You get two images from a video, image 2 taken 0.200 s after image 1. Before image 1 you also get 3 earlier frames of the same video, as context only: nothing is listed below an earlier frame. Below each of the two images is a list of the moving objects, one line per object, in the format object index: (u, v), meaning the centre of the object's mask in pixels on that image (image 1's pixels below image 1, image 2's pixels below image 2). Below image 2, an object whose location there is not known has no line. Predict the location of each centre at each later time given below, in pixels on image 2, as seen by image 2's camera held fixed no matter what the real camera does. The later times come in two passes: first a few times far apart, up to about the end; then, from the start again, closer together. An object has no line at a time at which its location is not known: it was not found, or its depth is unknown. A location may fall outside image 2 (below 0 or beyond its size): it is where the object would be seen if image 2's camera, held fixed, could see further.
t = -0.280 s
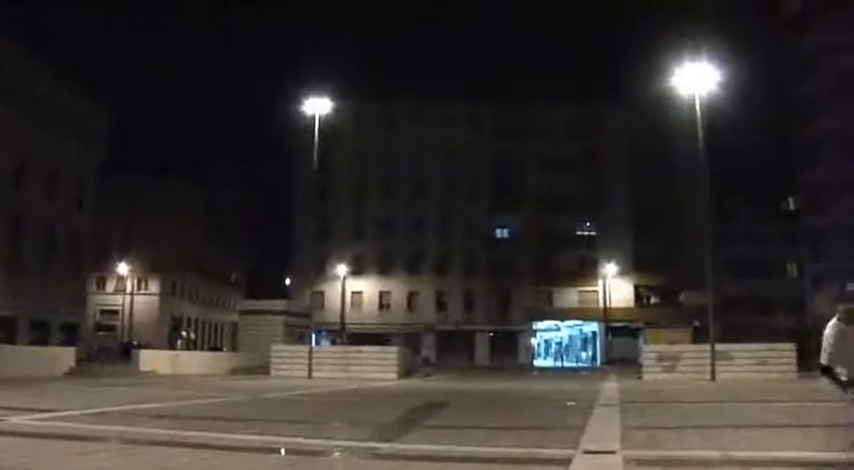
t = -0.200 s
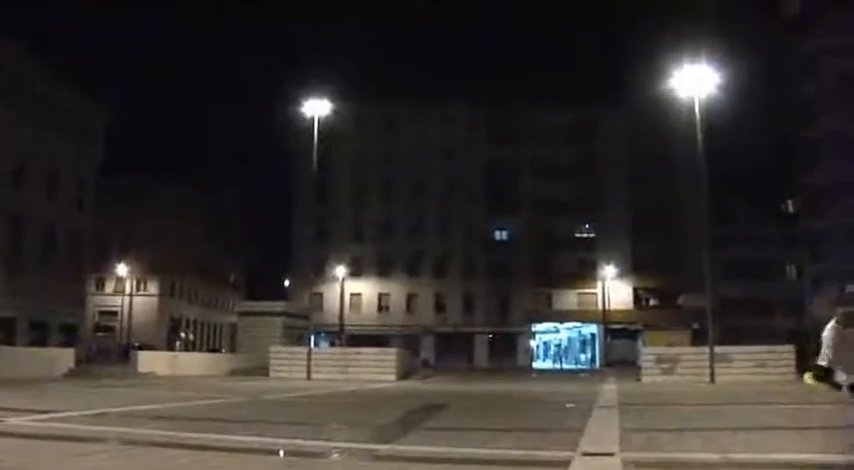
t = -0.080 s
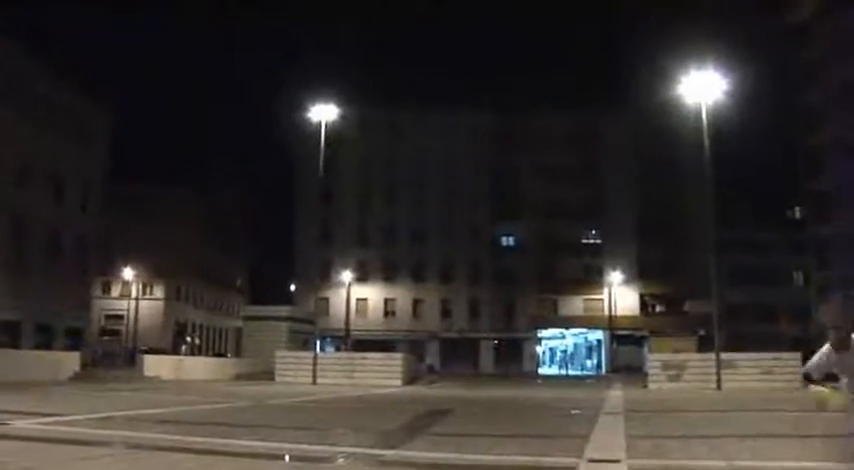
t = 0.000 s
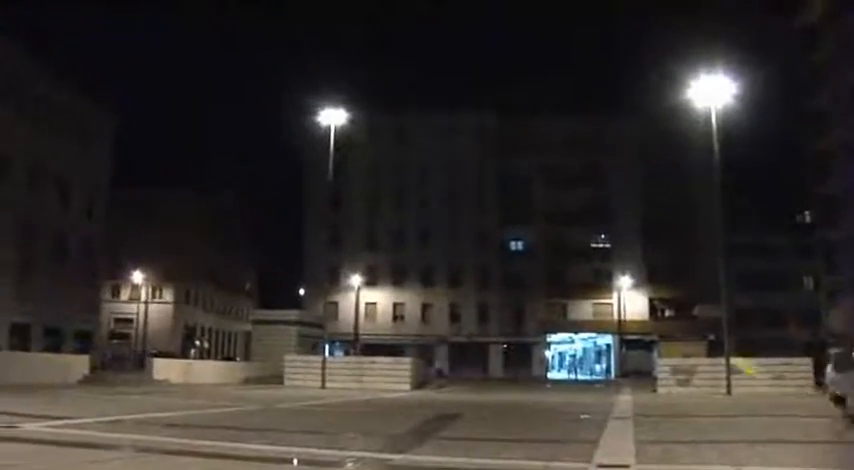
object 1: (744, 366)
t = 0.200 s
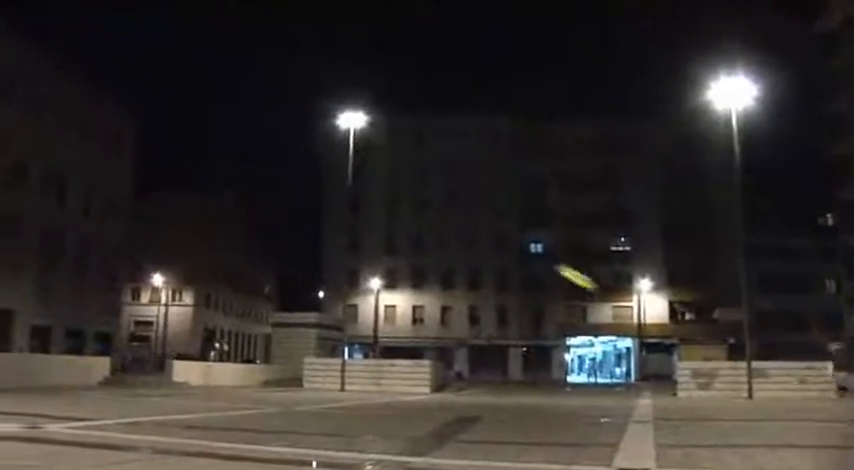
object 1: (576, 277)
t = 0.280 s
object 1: (507, 243)
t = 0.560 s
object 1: (286, 150)
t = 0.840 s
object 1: (120, 100)
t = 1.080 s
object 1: (10, 91)
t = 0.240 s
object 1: (541, 260)
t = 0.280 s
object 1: (507, 243)
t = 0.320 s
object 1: (470, 226)
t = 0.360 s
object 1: (438, 211)
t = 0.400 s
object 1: (406, 197)
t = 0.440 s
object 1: (375, 184)
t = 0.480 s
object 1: (344, 171)
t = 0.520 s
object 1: (315, 160)
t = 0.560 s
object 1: (286, 150)
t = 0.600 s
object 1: (260, 140)
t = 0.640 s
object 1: (234, 131)
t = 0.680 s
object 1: (209, 123)
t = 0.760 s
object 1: (163, 110)
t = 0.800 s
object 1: (141, 104)
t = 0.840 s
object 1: (120, 100)
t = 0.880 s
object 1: (100, 97)
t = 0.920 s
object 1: (81, 94)
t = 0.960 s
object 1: (63, 92)
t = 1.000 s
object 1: (45, 91)
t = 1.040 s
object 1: (27, 90)
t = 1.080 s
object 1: (10, 91)
